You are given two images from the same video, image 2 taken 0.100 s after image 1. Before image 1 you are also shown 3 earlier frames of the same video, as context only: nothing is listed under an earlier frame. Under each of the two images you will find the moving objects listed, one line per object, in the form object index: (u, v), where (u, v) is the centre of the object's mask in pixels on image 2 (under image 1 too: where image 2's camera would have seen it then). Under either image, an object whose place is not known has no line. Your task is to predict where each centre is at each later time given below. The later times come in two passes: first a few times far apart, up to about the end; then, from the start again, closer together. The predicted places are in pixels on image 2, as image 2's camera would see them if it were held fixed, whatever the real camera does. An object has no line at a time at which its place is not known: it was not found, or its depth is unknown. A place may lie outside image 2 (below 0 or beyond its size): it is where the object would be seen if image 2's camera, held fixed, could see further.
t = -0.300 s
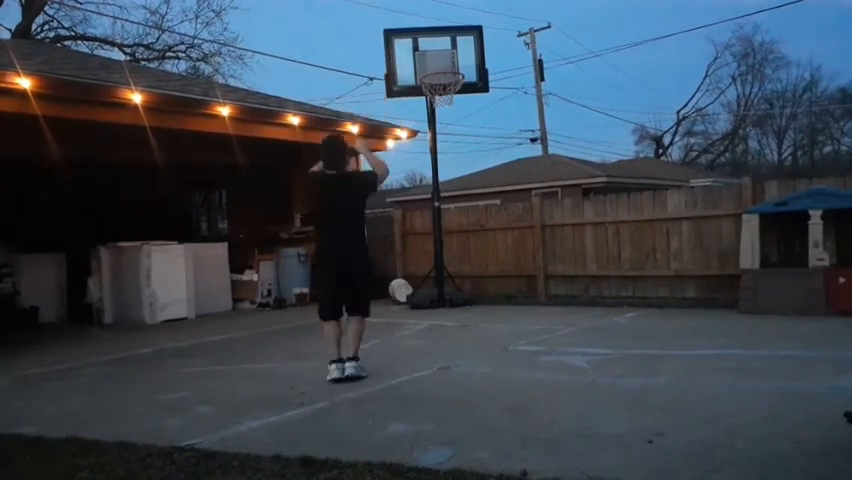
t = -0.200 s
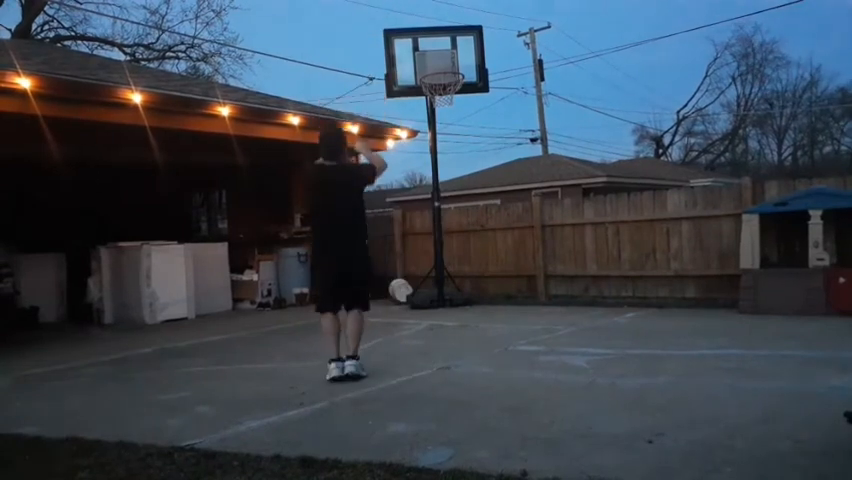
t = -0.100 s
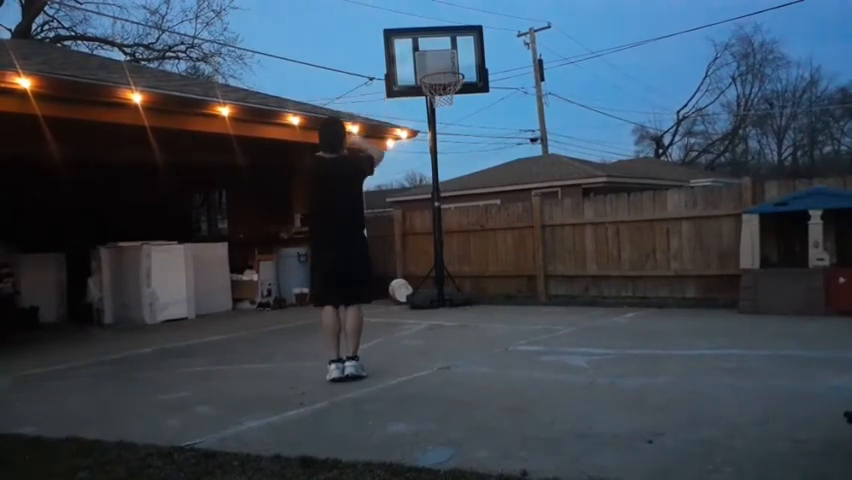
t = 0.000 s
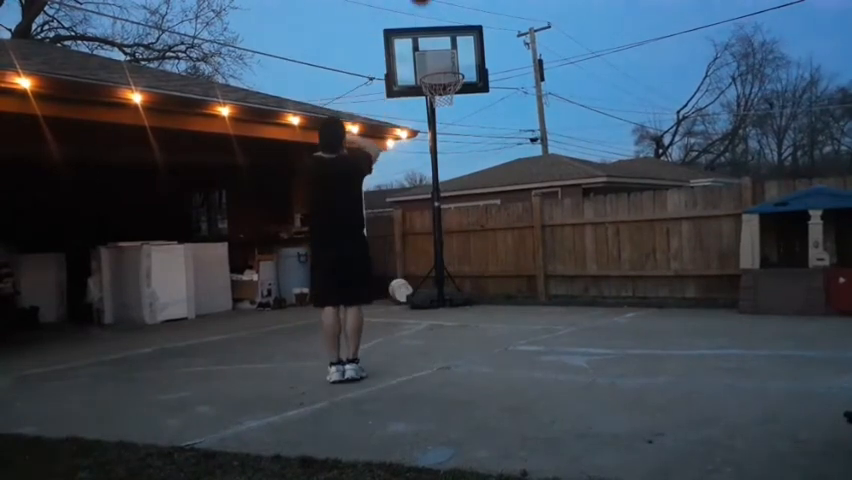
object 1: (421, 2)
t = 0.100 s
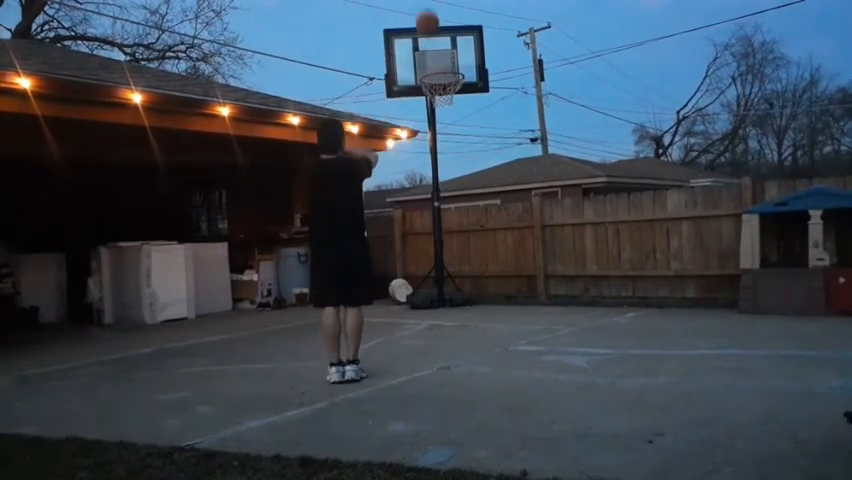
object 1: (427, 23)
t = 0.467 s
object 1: (421, 39)
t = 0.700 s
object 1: (411, 74)
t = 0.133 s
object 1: (429, 35)
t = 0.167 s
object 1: (432, 48)
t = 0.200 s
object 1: (434, 60)
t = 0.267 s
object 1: (432, 54)
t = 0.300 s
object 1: (430, 48)
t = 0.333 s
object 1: (428, 44)
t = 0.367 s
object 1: (426, 41)
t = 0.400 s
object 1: (424, 39)
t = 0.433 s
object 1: (423, 39)
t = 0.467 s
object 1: (421, 39)
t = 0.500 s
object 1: (420, 39)
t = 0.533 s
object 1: (418, 41)
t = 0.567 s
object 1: (417, 45)
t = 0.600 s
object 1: (415, 50)
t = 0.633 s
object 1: (414, 57)
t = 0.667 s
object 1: (413, 64)
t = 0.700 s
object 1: (411, 74)
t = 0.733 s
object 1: (410, 85)
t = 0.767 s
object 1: (409, 96)
